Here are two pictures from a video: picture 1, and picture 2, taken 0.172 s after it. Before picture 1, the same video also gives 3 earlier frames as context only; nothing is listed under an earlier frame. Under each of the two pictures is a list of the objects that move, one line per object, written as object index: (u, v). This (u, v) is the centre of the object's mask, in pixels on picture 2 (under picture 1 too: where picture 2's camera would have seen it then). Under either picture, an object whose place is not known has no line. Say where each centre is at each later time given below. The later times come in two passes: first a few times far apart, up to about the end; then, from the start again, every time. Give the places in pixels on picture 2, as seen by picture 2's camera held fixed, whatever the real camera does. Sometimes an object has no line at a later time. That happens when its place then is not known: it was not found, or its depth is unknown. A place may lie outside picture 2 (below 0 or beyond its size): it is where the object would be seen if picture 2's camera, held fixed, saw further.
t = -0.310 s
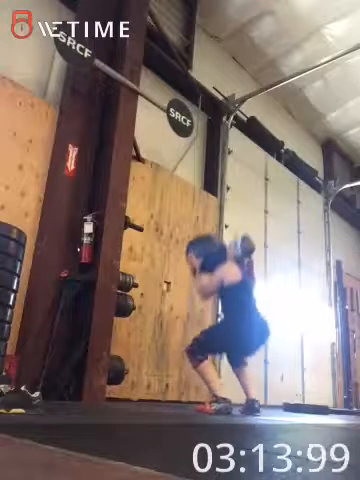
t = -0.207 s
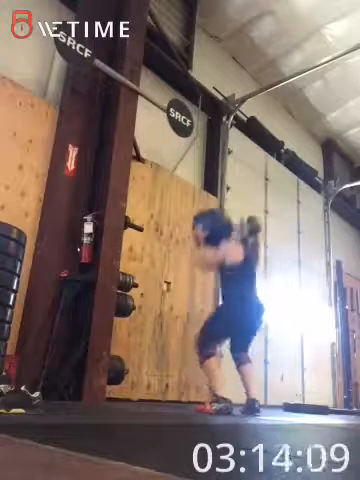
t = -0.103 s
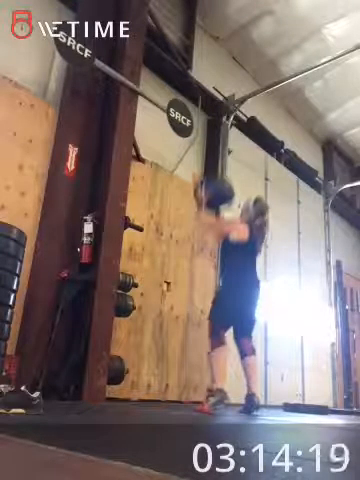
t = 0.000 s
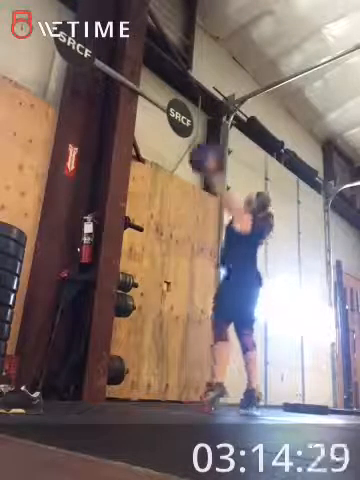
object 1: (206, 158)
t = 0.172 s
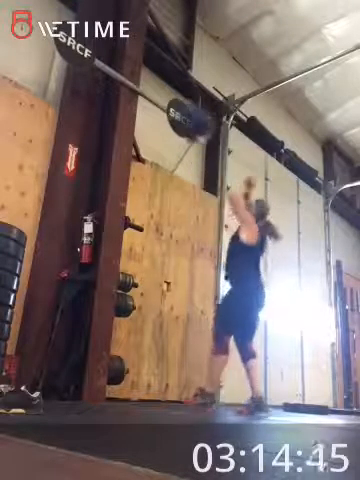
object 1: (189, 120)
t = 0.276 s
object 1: (187, 115)
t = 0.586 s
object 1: (201, 141)
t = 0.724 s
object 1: (202, 179)
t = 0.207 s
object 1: (188, 118)
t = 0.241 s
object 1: (187, 117)
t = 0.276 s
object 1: (187, 115)
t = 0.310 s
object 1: (186, 115)
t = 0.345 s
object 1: (186, 115)
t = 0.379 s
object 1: (187, 115)
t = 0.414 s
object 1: (188, 115)
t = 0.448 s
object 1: (188, 115)
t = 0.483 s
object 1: (189, 117)
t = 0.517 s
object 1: (189, 118)
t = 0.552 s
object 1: (199, 127)
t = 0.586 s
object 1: (201, 141)
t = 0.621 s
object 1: (200, 147)
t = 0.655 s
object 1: (199, 156)
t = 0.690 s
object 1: (200, 165)
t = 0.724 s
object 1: (202, 179)
